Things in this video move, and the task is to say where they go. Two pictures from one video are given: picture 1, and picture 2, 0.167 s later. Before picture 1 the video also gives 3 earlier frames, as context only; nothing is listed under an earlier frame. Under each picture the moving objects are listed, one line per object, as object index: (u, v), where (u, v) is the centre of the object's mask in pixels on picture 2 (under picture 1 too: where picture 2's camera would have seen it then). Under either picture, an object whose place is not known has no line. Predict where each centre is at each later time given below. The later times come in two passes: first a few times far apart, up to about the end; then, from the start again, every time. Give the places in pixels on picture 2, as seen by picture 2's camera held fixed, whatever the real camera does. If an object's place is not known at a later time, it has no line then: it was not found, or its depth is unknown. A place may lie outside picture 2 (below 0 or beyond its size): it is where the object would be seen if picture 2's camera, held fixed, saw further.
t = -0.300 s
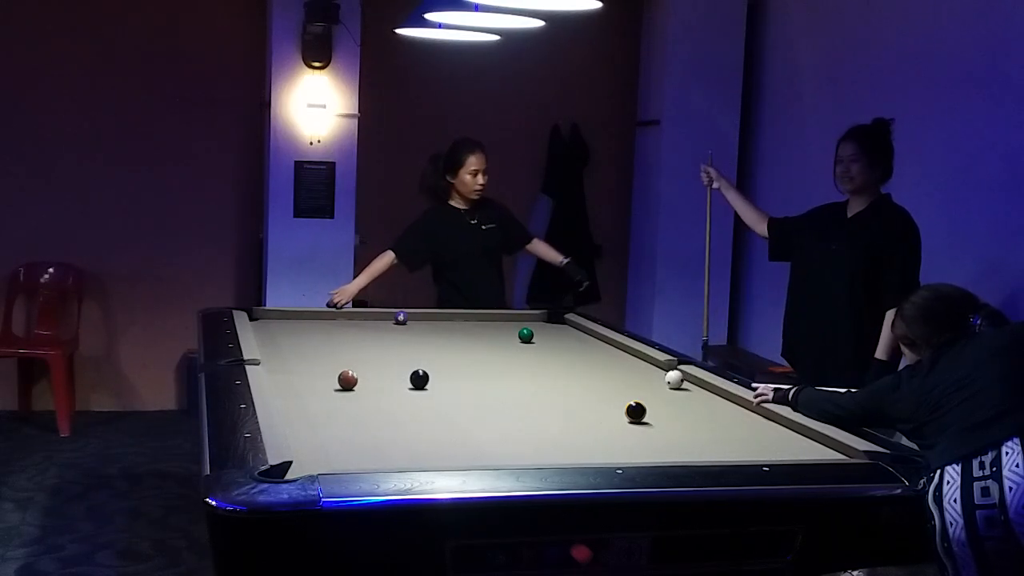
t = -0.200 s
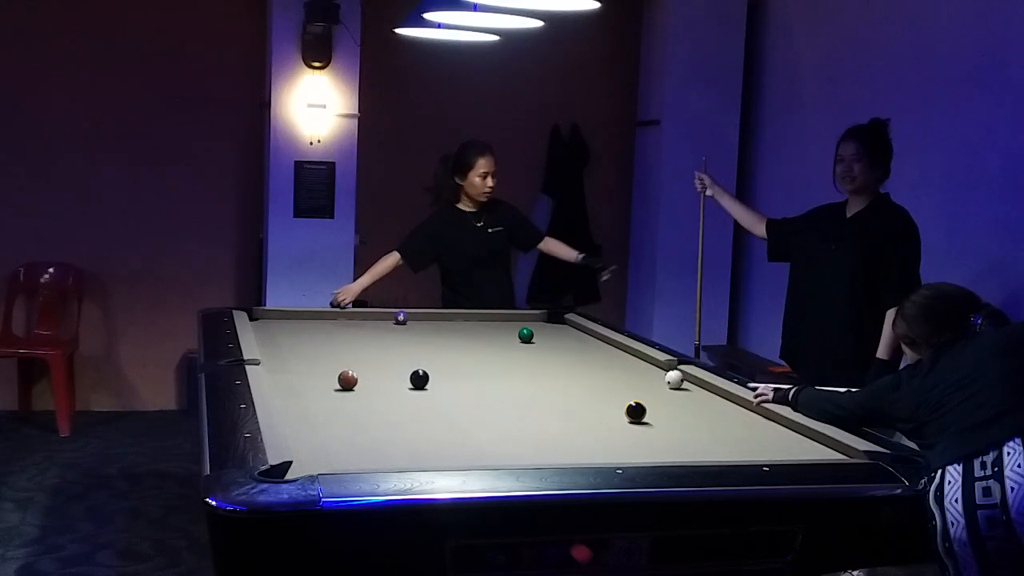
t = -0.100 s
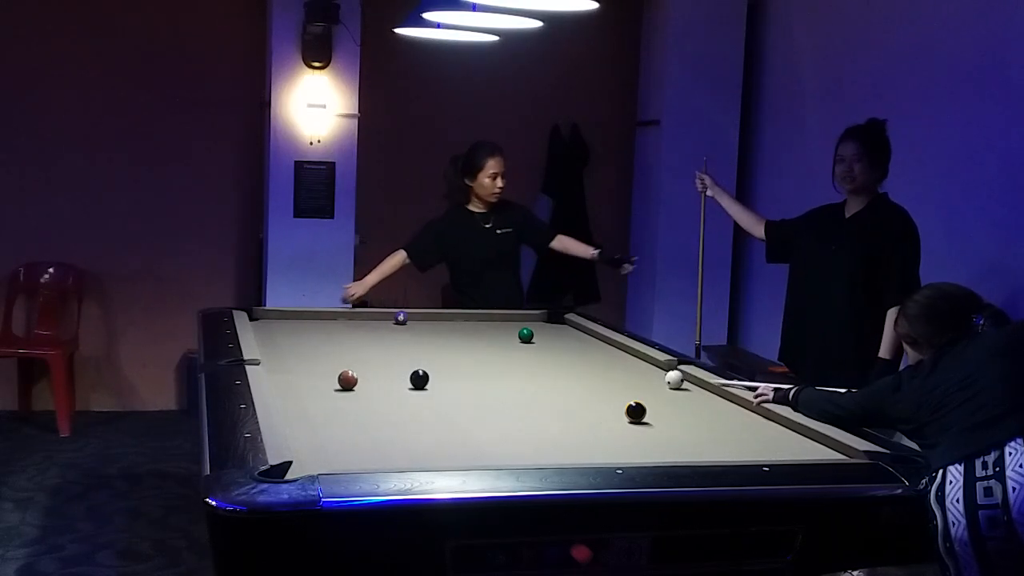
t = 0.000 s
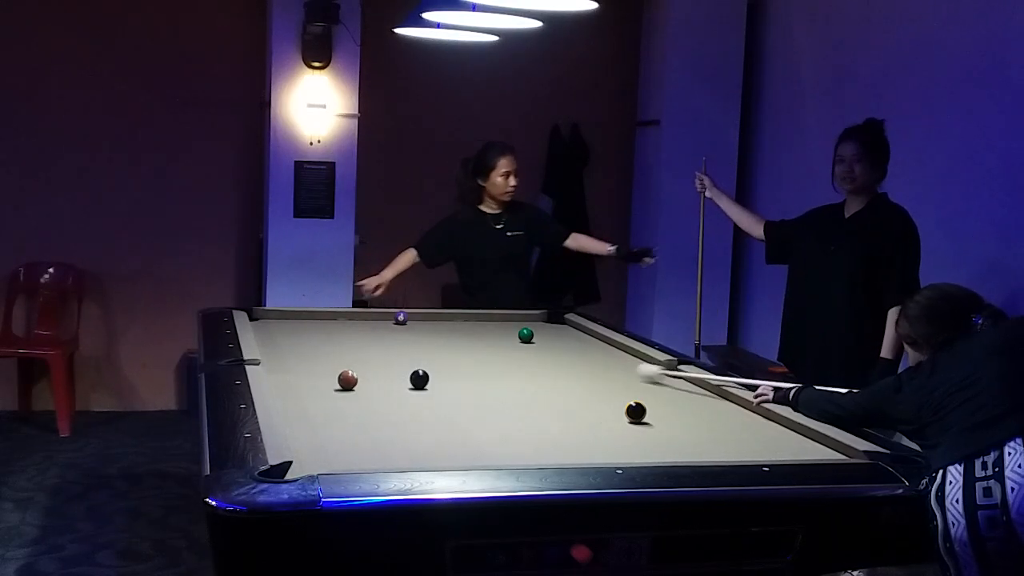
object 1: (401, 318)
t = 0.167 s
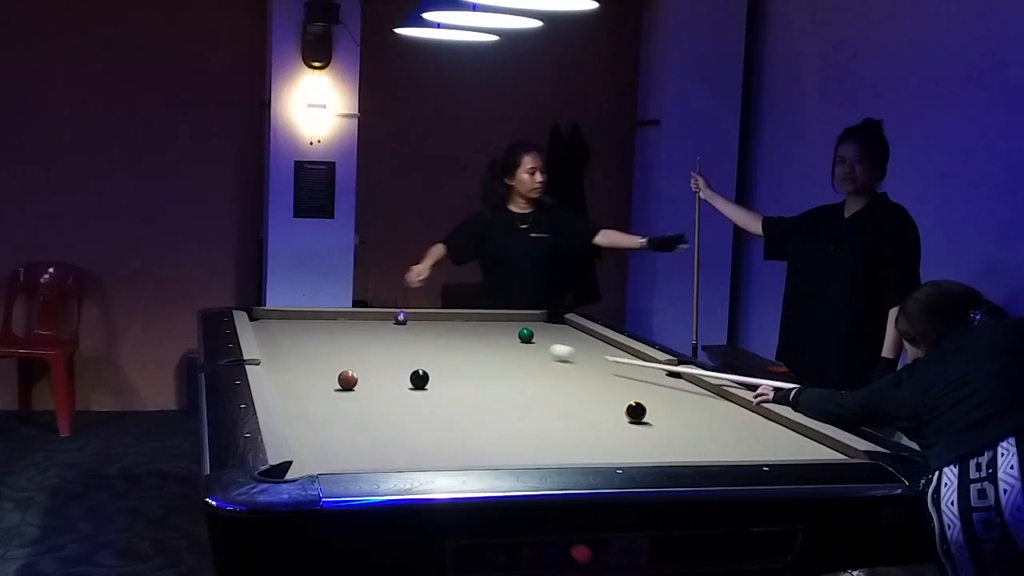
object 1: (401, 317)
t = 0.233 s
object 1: (401, 317)
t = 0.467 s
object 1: (401, 318)
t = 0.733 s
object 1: (349, 317)
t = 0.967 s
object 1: (316, 320)
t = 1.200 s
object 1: (281, 324)
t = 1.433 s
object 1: (262, 327)
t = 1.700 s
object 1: (290, 332)
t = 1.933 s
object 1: (314, 337)
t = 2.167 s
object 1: (337, 341)
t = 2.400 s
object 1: (360, 346)
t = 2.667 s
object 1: (387, 351)
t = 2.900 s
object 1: (410, 355)
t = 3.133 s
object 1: (433, 360)
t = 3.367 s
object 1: (455, 365)
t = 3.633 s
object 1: (480, 369)
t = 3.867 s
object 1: (502, 373)
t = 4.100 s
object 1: (522, 377)
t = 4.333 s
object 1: (541, 381)
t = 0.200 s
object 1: (401, 317)
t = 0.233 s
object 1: (401, 317)
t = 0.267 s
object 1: (401, 317)
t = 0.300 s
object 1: (401, 317)
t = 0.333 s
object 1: (401, 317)
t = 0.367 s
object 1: (401, 318)
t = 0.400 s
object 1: (401, 317)
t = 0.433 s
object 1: (401, 318)
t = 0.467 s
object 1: (401, 318)
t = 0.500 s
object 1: (401, 317)
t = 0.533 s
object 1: (399, 317)
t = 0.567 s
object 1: (383, 316)
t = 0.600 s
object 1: (369, 315)
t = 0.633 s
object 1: (364, 315)
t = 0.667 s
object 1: (359, 316)
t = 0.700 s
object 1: (354, 316)
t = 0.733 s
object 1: (349, 317)
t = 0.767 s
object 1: (345, 317)
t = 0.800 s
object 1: (340, 318)
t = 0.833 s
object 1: (336, 318)
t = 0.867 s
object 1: (330, 318)
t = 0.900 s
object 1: (326, 319)
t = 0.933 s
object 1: (321, 319)
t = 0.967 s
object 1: (316, 320)
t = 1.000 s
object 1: (311, 320)
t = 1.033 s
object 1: (306, 321)
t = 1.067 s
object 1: (301, 321)
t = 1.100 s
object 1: (296, 322)
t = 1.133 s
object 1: (291, 322)
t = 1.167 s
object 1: (286, 323)
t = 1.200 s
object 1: (281, 324)
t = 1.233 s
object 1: (276, 324)
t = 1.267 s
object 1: (271, 324)
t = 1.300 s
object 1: (266, 325)
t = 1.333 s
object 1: (261, 325)
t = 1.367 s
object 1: (258, 326)
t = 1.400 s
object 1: (259, 326)
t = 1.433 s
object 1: (262, 327)
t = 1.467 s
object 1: (266, 327)
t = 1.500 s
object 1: (269, 328)
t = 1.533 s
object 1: (273, 329)
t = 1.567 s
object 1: (276, 329)
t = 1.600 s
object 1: (280, 330)
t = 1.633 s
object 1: (283, 331)
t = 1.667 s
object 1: (287, 331)
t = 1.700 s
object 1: (290, 332)
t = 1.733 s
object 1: (293, 333)
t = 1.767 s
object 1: (297, 333)
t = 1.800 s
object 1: (300, 334)
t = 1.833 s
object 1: (304, 335)
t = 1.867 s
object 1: (307, 335)
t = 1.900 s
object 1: (311, 336)
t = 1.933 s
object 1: (314, 337)
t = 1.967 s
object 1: (317, 337)
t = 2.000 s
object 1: (320, 338)
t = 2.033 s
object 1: (324, 339)
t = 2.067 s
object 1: (327, 339)
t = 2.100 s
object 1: (330, 340)
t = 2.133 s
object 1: (334, 341)
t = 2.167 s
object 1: (337, 341)
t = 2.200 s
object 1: (340, 342)
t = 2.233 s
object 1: (344, 343)
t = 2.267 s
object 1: (347, 343)
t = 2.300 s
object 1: (351, 344)
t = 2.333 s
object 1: (354, 345)
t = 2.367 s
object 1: (357, 345)
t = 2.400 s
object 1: (360, 346)
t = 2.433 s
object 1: (364, 347)
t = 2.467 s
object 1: (367, 347)
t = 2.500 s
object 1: (371, 348)
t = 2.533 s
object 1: (374, 349)
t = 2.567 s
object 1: (377, 349)
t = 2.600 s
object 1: (381, 350)
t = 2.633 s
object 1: (384, 350)
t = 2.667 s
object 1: (387, 351)
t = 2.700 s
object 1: (391, 352)
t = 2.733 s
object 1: (394, 352)
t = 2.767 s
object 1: (397, 353)
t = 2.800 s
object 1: (400, 354)
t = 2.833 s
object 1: (404, 354)
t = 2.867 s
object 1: (407, 355)
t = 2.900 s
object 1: (410, 355)
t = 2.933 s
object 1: (414, 356)
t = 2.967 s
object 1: (417, 357)
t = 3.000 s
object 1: (420, 358)
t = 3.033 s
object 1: (423, 358)
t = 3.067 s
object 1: (426, 359)
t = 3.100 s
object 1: (430, 359)
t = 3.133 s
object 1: (433, 360)
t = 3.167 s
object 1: (436, 361)
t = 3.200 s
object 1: (439, 361)
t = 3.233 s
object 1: (443, 362)
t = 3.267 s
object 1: (446, 362)
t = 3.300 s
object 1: (449, 363)
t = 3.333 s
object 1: (452, 364)
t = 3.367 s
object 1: (455, 365)
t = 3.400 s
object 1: (459, 365)
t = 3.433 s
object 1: (462, 365)
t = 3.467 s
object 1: (465, 366)
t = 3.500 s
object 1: (468, 367)
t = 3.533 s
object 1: (471, 367)
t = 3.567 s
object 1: (474, 368)
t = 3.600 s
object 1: (477, 369)
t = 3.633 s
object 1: (480, 369)
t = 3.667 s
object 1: (483, 370)
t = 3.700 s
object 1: (487, 370)
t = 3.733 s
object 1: (490, 371)
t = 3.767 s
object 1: (493, 372)
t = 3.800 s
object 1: (495, 372)
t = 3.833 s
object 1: (498, 373)
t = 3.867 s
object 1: (502, 373)
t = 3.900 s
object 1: (504, 374)
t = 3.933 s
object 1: (507, 374)
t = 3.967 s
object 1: (510, 375)
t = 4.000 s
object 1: (513, 375)
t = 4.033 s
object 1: (516, 376)
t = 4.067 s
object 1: (519, 377)
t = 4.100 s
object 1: (522, 377)
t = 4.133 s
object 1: (524, 378)
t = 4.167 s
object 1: (527, 378)
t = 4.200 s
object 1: (530, 379)
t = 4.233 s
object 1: (533, 379)
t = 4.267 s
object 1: (535, 380)
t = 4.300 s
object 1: (538, 381)
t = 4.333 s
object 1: (541, 381)
